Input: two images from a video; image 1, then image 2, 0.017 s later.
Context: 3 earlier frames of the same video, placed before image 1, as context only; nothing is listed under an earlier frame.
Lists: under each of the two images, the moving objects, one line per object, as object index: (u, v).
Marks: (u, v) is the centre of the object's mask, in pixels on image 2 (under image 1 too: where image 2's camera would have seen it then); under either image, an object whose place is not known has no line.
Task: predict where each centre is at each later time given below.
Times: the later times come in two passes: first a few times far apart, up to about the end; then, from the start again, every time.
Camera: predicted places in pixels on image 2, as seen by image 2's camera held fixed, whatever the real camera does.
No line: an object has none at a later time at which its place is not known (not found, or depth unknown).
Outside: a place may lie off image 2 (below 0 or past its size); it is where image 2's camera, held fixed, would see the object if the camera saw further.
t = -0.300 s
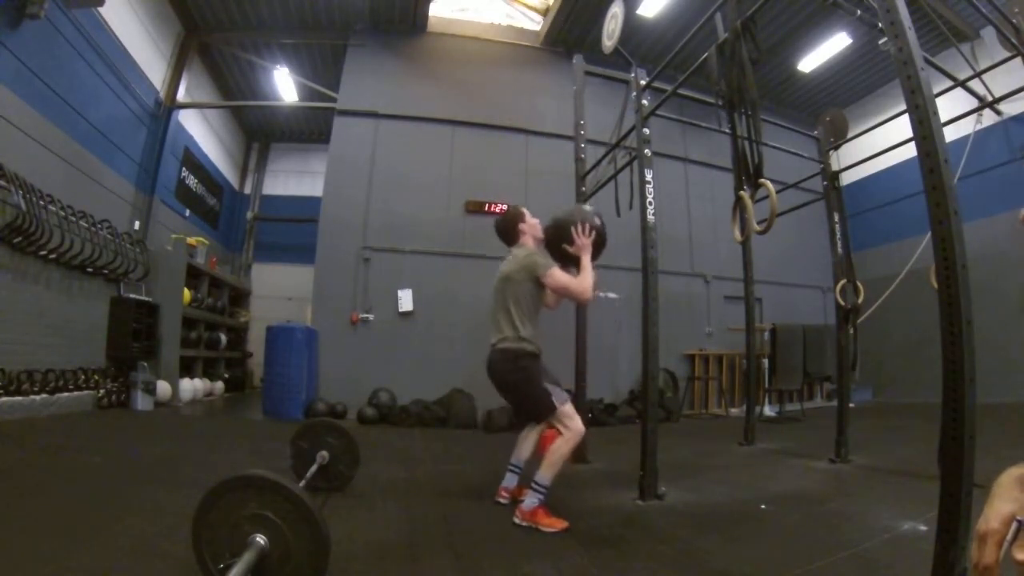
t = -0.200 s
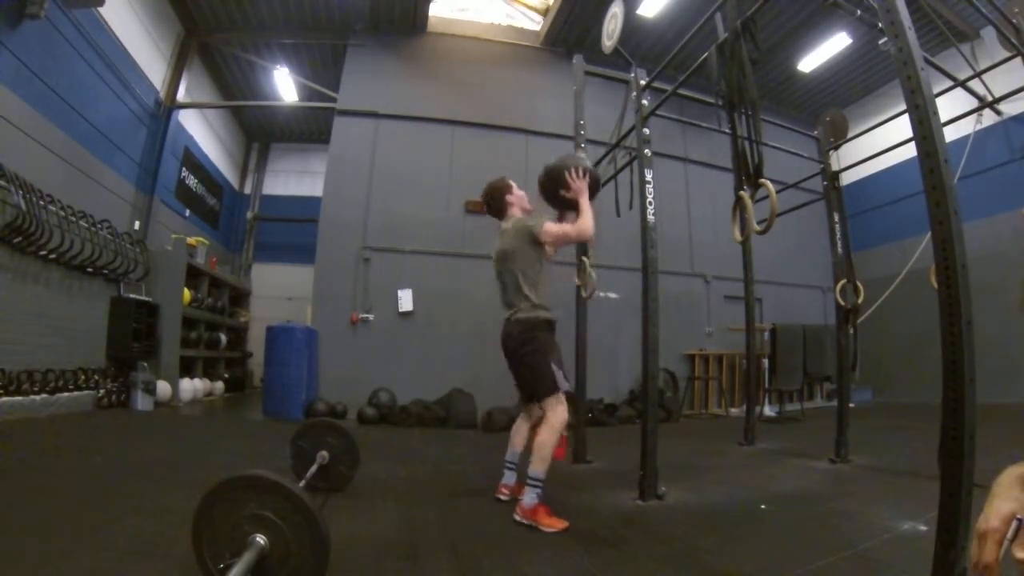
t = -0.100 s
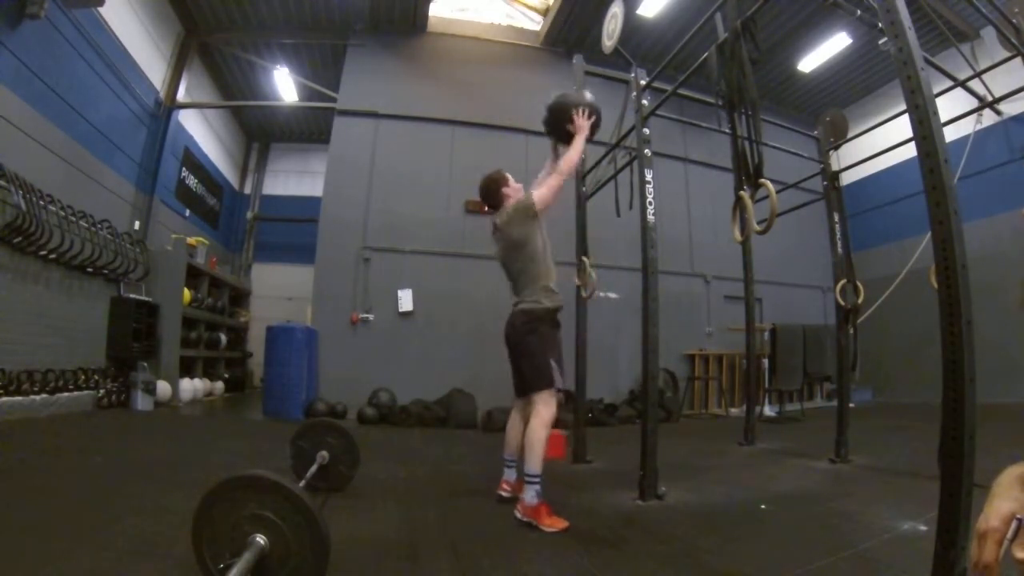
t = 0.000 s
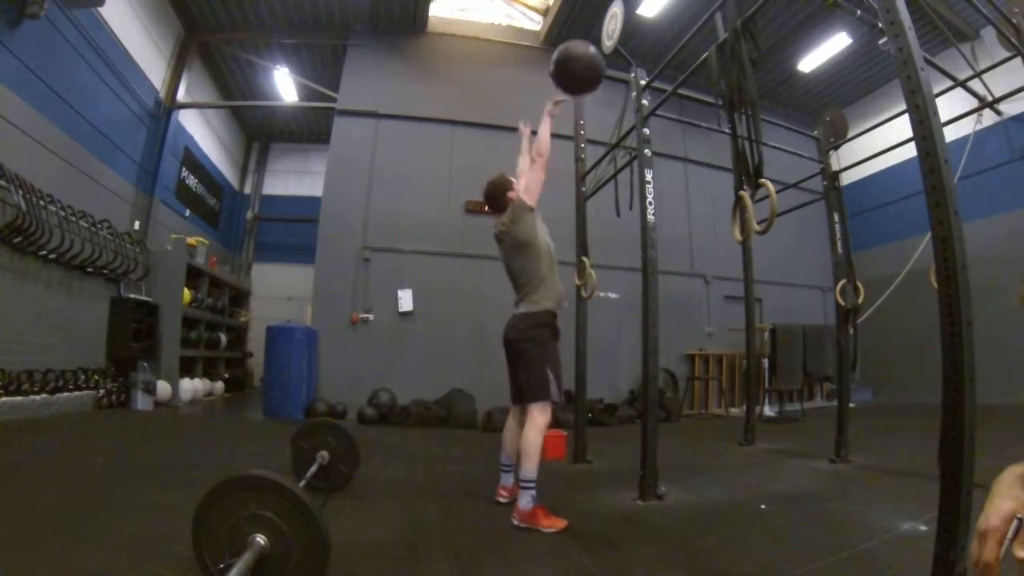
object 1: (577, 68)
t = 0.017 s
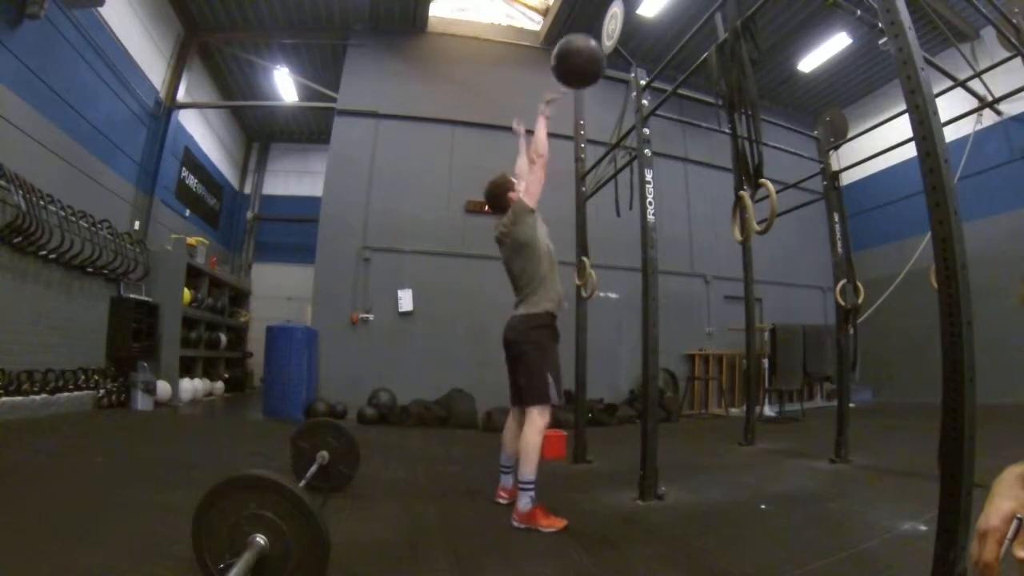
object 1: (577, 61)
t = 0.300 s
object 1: (594, 15)
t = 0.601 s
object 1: (583, 41)
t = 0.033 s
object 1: (578, 56)
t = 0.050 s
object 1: (579, 50)
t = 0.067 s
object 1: (581, 44)
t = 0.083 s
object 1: (581, 40)
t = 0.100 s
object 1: (582, 35)
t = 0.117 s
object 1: (583, 31)
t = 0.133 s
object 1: (584, 27)
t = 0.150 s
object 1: (585, 25)
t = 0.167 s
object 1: (587, 22)
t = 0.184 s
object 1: (587, 20)
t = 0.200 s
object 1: (589, 18)
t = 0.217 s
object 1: (590, 17)
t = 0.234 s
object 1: (591, 16)
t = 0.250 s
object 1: (592, 15)
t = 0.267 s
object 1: (593, 15)
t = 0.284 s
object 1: (593, 15)
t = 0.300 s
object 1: (594, 15)
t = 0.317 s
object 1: (596, 14)
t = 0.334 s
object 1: (596, 14)
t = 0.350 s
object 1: (596, 14)
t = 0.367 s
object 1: (596, 14)
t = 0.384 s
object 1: (595, 14)
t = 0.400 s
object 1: (595, 14)
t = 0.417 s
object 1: (594, 15)
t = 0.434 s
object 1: (590, 15)
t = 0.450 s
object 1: (590, 16)
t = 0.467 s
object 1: (589, 17)
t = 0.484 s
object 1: (588, 18)
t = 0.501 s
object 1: (587, 20)
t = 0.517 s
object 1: (587, 23)
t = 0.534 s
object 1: (586, 25)
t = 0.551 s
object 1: (585, 28)
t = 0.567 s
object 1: (584, 32)
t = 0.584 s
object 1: (583, 36)
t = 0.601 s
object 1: (583, 41)
